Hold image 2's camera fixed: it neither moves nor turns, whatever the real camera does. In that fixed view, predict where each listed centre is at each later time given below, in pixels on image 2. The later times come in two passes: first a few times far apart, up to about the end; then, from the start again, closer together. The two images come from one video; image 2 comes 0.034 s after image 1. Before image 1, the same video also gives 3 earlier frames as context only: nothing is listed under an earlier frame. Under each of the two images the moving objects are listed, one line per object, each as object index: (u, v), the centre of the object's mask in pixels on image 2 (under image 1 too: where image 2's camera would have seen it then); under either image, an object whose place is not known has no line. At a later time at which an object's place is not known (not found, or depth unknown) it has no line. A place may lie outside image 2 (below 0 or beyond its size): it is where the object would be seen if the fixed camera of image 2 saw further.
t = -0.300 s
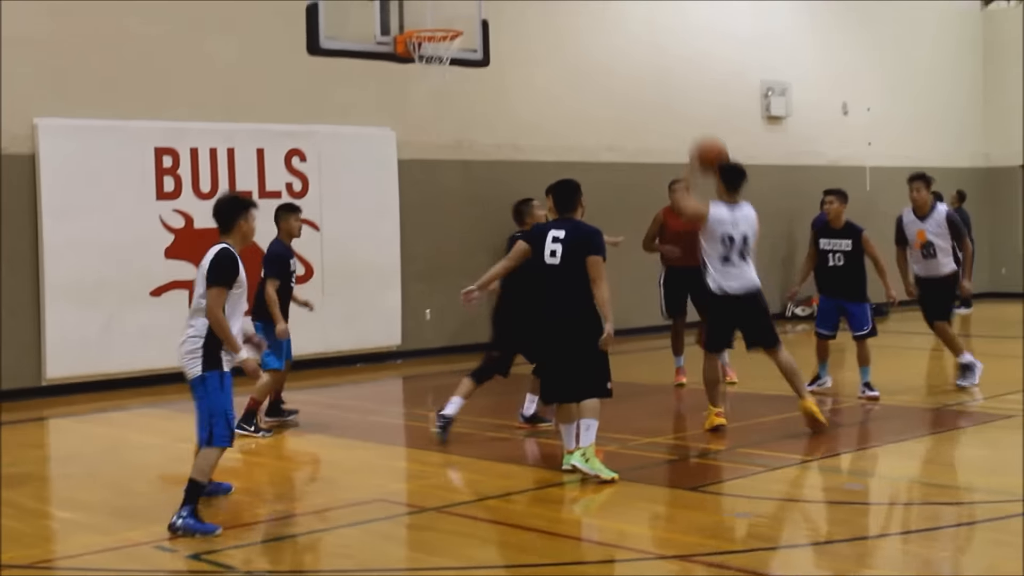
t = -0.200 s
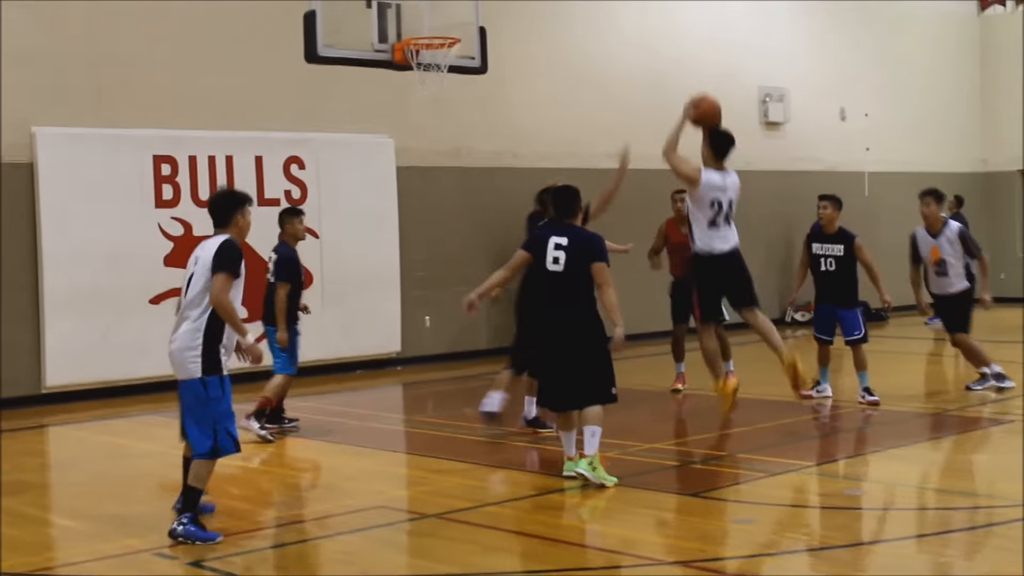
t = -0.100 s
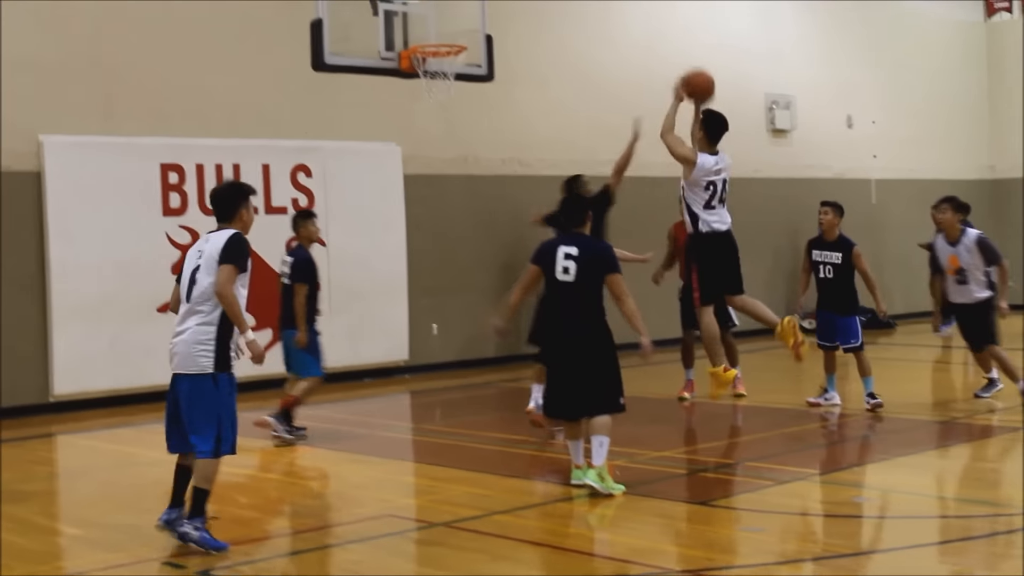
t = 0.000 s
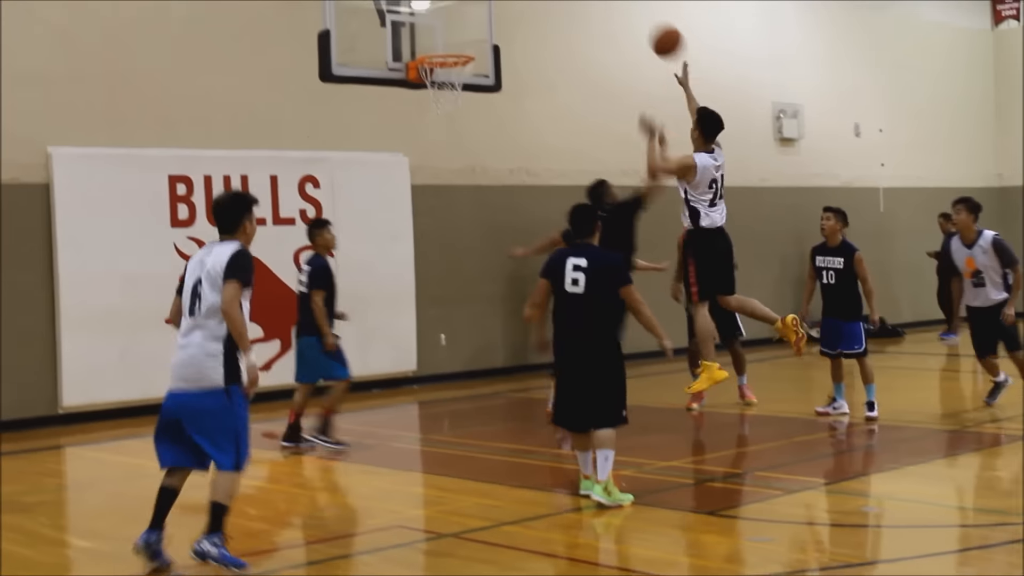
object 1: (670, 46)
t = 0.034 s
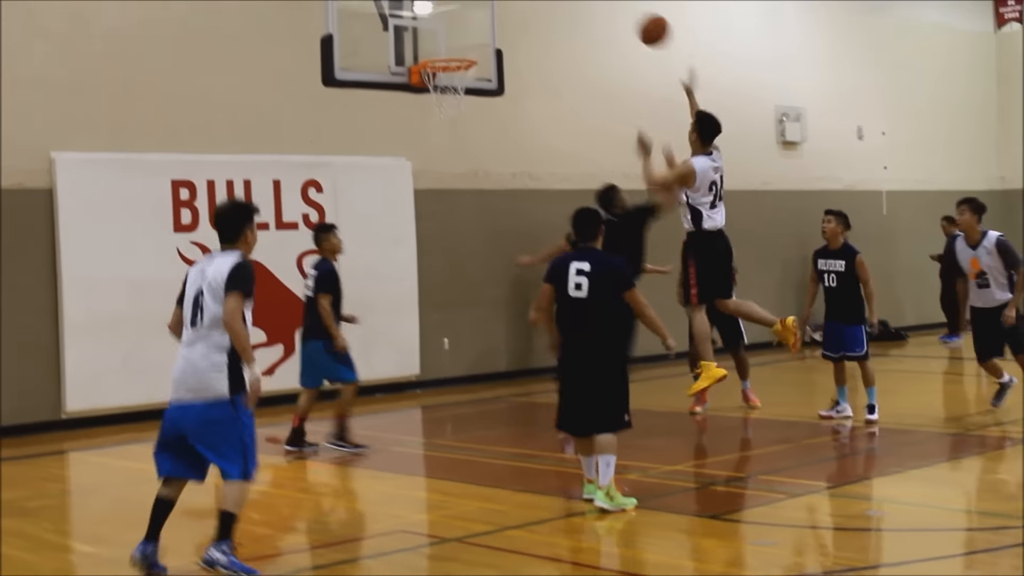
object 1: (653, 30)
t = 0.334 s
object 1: (525, -21)
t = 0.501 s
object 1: (468, -16)
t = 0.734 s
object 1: (446, 40)
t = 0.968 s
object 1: (450, 30)
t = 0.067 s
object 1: (638, 17)
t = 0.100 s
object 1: (624, 7)
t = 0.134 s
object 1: (608, 1)
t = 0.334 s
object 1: (525, -21)
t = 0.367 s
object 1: (513, -25)
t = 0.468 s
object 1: (480, -22)
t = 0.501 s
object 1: (468, -16)
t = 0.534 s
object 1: (457, -9)
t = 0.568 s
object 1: (447, -1)
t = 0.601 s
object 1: (437, 8)
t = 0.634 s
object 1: (425, 21)
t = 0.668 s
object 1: (425, 27)
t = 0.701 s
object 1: (436, 33)
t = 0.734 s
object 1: (446, 40)
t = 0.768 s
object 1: (456, 47)
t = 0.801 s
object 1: (459, 47)
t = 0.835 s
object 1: (457, 41)
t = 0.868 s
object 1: (455, 36)
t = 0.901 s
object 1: (453, 33)
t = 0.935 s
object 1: (451, 31)
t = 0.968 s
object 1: (450, 30)
